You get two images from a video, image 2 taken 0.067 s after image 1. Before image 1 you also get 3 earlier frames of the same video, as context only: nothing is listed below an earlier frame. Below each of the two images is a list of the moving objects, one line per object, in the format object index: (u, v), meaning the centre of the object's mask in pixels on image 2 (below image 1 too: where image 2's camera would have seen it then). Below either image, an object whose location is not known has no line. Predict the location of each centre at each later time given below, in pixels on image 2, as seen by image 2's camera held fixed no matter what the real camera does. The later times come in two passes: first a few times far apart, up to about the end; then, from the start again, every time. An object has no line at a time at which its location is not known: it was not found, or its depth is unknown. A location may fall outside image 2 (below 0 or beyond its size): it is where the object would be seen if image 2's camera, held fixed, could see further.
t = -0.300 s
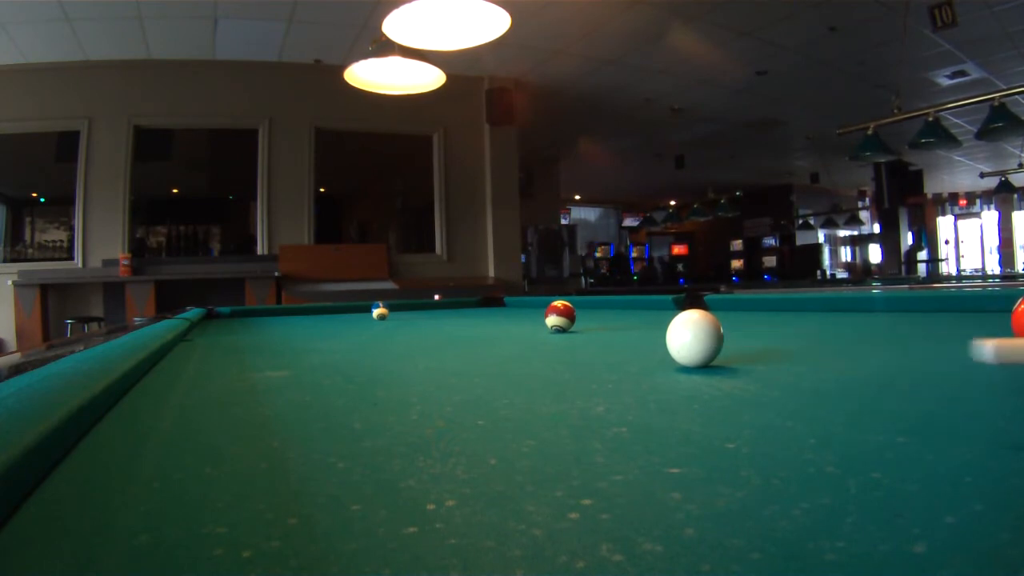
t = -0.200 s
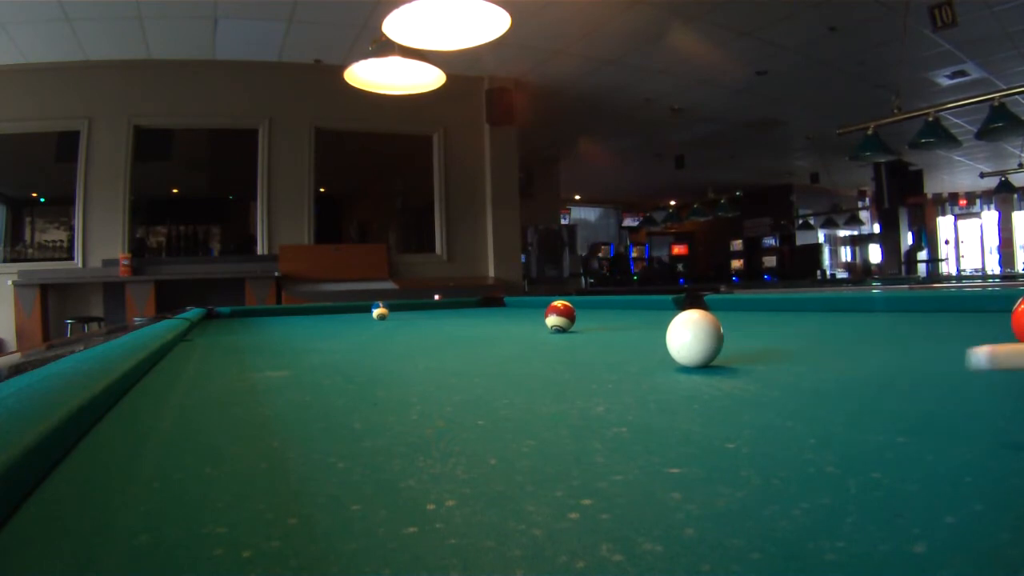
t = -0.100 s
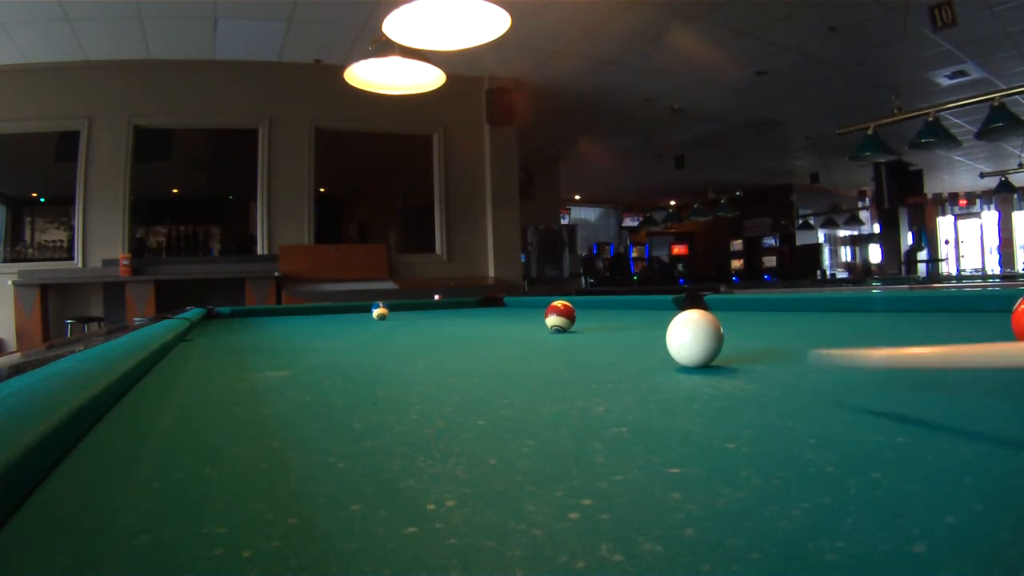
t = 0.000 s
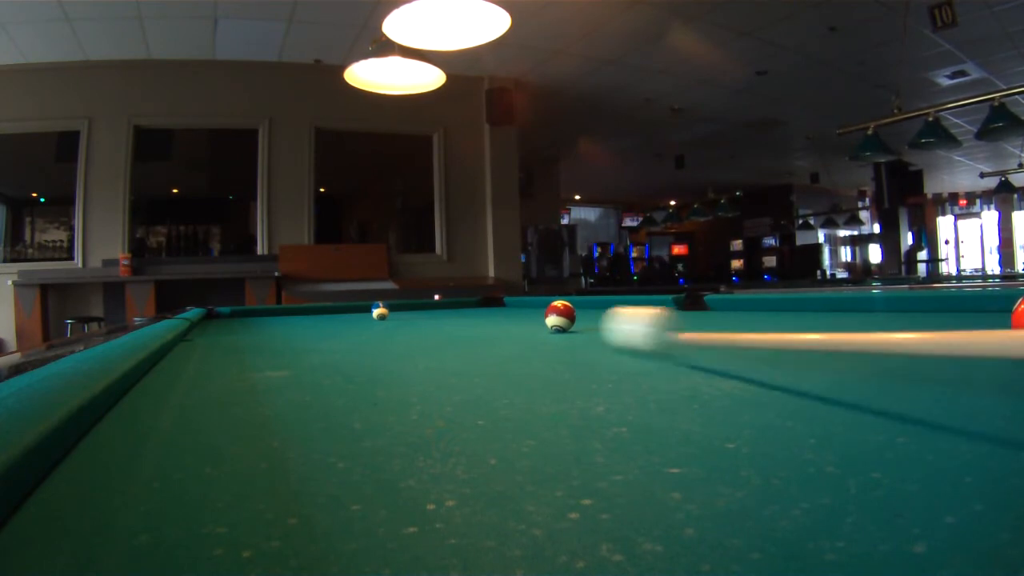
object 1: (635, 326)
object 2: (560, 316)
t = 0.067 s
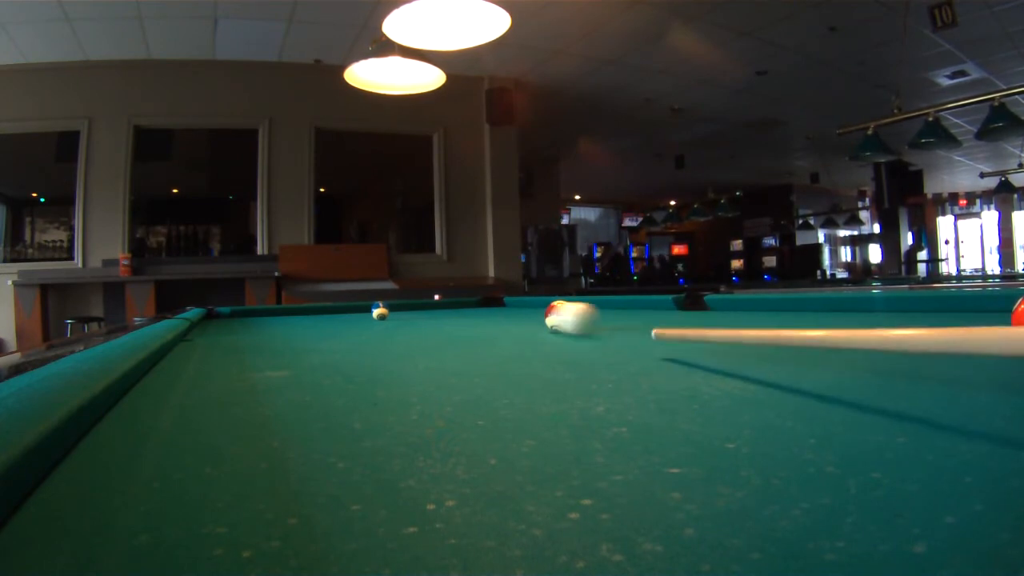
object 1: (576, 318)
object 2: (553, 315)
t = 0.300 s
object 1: (529, 319)
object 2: (516, 302)
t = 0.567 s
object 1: (492, 321)
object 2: (492, 300)
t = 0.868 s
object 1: (453, 323)
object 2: (474, 301)
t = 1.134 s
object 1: (421, 324)
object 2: (458, 302)
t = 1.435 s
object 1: (389, 325)
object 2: (444, 303)
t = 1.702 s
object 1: (364, 326)
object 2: (431, 304)
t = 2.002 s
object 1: (340, 327)
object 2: (419, 304)
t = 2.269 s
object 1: (322, 328)
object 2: (408, 304)
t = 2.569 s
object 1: (306, 328)
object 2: (397, 305)
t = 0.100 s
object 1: (560, 318)
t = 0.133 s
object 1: (555, 318)
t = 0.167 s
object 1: (550, 318)
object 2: (532, 307)
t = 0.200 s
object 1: (544, 318)
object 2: (528, 305)
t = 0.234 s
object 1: (539, 319)
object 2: (523, 304)
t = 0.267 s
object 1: (535, 319)
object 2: (519, 304)
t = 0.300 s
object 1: (529, 319)
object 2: (516, 302)
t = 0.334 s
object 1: (525, 319)
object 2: (513, 302)
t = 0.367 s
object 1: (520, 320)
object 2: (510, 301)
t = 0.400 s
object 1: (515, 320)
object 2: (508, 301)
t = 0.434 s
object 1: (510, 320)
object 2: (506, 300)
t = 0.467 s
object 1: (506, 320)
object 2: (505, 300)
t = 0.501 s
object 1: (501, 320)
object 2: (503, 300)
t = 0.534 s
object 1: (496, 321)
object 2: (502, 300)
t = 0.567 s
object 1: (492, 321)
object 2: (492, 300)
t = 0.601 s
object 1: (487, 321)
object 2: (484, 300)
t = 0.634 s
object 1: (483, 321)
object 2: (490, 300)
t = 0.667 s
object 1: (479, 321)
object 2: (496, 301)
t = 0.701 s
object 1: (474, 322)
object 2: (493, 301)
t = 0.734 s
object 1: (470, 322)
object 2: (489, 300)
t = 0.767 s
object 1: (465, 322)
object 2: (485, 300)
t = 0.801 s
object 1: (461, 322)
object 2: (482, 300)
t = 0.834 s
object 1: (457, 323)
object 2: (478, 300)
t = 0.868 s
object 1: (453, 323)
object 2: (474, 301)
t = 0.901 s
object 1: (449, 323)
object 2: (471, 301)
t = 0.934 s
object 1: (445, 323)
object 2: (468, 301)
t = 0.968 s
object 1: (441, 323)
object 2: (465, 302)
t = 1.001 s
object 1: (437, 323)
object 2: (463, 303)
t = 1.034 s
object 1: (433, 323)
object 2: (462, 302)
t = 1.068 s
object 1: (429, 324)
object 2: (461, 302)
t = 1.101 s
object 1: (425, 324)
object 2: (460, 302)
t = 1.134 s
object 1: (421, 324)
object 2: (458, 302)
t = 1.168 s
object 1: (417, 324)
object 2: (456, 302)
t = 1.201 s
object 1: (414, 324)
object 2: (454, 302)
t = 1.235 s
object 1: (410, 324)
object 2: (453, 302)
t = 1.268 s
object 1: (406, 325)
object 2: (451, 303)
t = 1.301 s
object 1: (403, 324)
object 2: (450, 302)
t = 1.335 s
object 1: (399, 325)
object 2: (449, 303)
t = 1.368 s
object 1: (396, 325)
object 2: (447, 303)
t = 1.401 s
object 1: (392, 325)
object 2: (445, 302)
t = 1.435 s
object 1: (389, 325)
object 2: (444, 303)
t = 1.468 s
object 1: (386, 325)
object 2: (442, 303)
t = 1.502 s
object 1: (382, 325)
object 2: (441, 303)
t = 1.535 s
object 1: (379, 325)
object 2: (439, 303)
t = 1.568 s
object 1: (376, 325)
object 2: (437, 303)
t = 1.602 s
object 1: (373, 326)
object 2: (436, 303)
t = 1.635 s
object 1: (370, 326)
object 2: (434, 304)
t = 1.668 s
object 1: (367, 326)
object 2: (433, 304)
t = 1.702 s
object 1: (364, 326)
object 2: (431, 304)
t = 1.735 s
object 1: (361, 326)
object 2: (430, 303)
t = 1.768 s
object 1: (358, 326)
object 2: (428, 303)
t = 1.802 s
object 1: (356, 326)
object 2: (428, 304)
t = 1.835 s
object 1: (353, 326)
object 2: (426, 303)
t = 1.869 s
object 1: (350, 327)
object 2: (425, 303)
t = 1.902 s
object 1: (348, 327)
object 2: (423, 304)
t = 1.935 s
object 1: (345, 327)
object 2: (422, 304)
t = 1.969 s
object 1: (343, 327)
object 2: (420, 304)
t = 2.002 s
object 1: (340, 327)
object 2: (419, 304)
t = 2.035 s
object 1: (338, 327)
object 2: (417, 304)
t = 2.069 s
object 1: (335, 327)
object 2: (416, 304)
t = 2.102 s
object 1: (333, 327)
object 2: (414, 304)
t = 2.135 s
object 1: (331, 327)
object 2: (413, 304)
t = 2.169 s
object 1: (328, 327)
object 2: (412, 304)
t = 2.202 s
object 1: (326, 327)
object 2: (411, 304)
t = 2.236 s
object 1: (324, 327)
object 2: (409, 304)
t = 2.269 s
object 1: (322, 328)
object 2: (408, 304)
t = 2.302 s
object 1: (320, 327)
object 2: (406, 304)
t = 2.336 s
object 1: (318, 328)
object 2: (405, 304)
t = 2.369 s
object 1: (316, 328)
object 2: (404, 304)
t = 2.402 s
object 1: (314, 328)
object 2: (403, 305)
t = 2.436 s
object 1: (312, 328)
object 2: (401, 305)
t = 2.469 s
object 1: (310, 328)
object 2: (400, 305)
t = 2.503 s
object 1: (309, 328)
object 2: (399, 305)
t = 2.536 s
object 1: (307, 328)
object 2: (398, 305)
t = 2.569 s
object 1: (306, 328)
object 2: (397, 305)
